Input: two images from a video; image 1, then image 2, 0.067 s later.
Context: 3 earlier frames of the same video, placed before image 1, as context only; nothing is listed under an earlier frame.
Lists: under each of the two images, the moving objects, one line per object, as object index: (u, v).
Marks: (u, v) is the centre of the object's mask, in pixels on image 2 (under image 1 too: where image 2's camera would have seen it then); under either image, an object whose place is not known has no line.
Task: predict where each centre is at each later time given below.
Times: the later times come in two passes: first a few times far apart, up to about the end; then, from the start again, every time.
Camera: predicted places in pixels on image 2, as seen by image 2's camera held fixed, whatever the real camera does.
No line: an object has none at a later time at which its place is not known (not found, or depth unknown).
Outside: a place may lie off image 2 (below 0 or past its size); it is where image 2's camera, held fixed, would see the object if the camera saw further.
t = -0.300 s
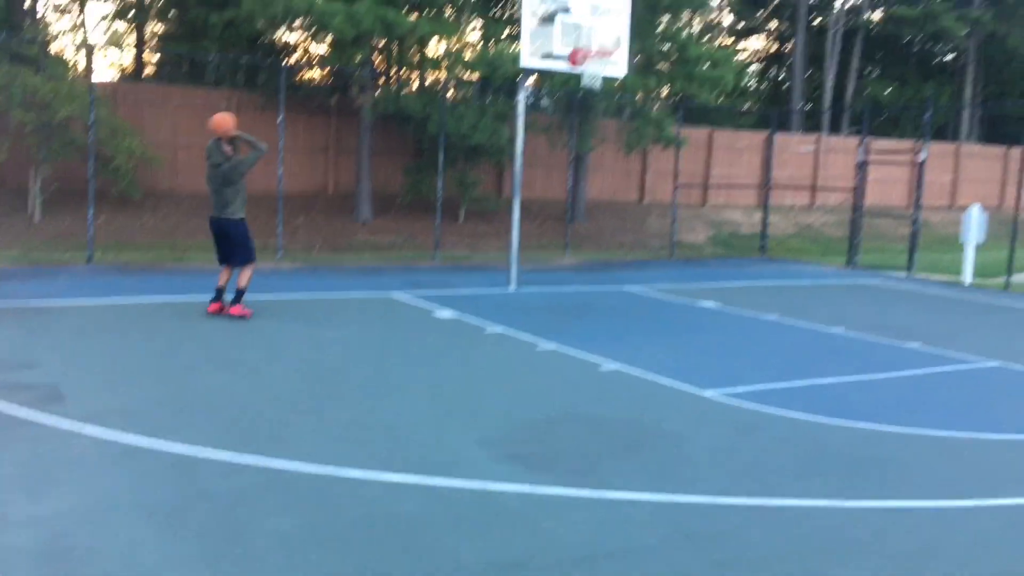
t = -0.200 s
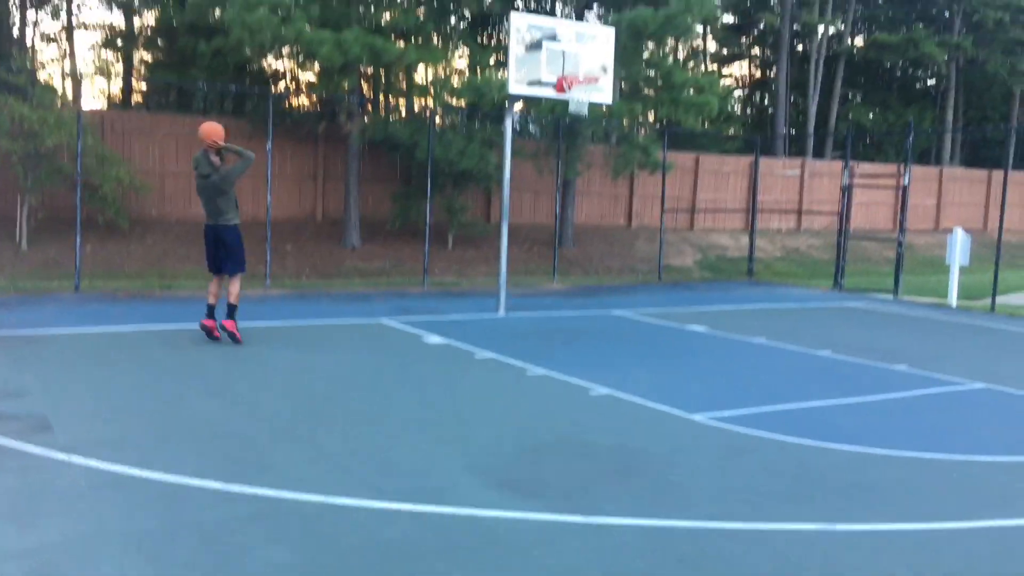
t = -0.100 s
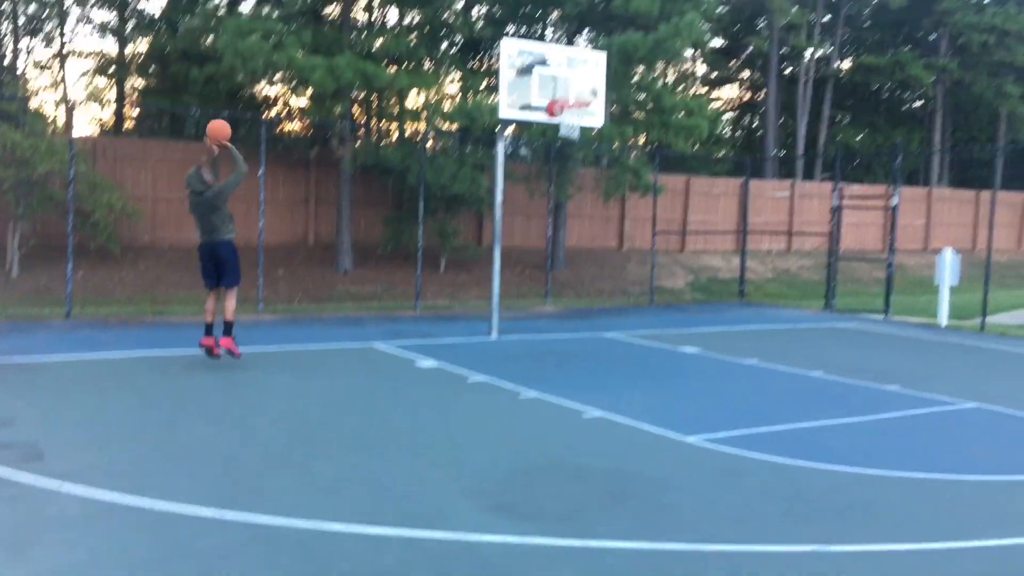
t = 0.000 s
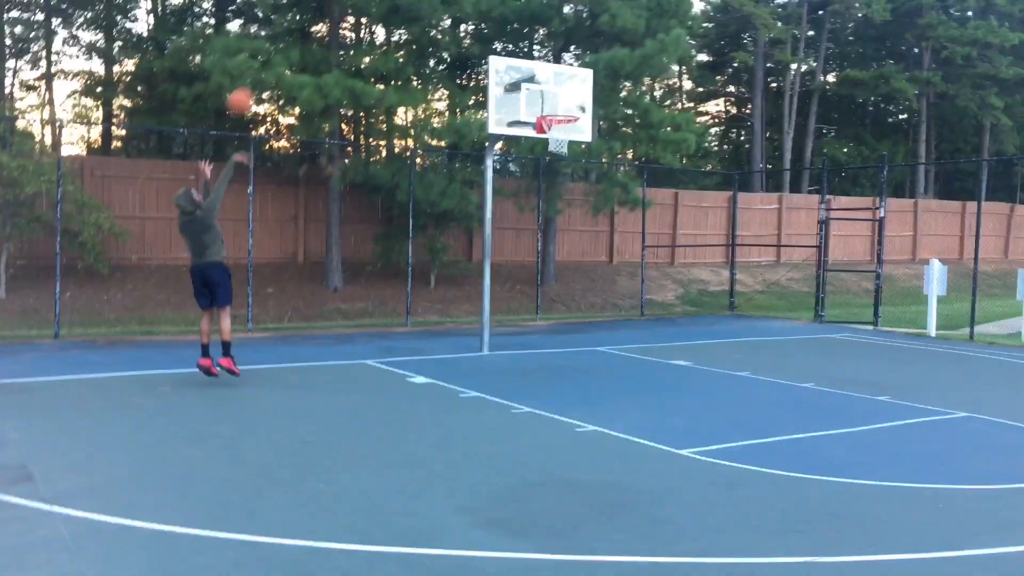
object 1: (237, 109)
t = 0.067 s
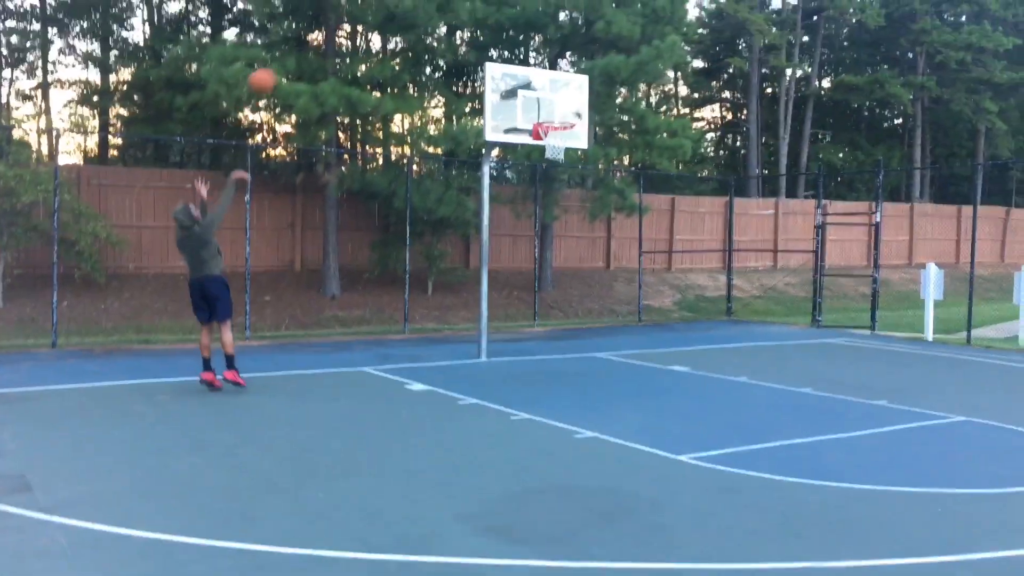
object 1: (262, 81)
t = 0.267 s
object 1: (334, 21)
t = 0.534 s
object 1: (419, 2)
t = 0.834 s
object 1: (505, 52)
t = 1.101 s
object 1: (569, 142)
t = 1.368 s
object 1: (560, 141)
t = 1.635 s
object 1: (555, 153)
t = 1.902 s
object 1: (556, 164)
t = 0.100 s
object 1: (275, 67)
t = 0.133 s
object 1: (287, 56)
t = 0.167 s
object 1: (299, 46)
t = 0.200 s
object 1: (311, 36)
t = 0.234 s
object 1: (323, 28)
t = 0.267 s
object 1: (334, 21)
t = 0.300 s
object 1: (346, 15)
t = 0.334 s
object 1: (356, 10)
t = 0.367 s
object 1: (367, 6)
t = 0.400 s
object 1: (378, 3)
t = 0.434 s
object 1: (389, 2)
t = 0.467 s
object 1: (399, 1)
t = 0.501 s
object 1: (410, 1)
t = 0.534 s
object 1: (419, 2)
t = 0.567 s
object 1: (430, 4)
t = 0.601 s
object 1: (440, 6)
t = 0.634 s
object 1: (450, 11)
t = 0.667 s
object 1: (459, 15)
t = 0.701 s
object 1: (469, 21)
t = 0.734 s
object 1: (478, 27)
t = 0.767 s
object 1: (487, 35)
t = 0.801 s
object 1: (496, 42)
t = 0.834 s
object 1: (505, 52)
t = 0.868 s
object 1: (513, 60)
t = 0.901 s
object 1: (523, 72)
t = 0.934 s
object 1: (531, 85)
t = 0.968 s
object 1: (540, 97)
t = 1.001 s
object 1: (548, 110)
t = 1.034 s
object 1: (558, 122)
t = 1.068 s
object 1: (566, 137)
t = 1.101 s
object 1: (569, 142)
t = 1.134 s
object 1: (570, 140)
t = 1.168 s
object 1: (569, 137)
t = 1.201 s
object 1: (568, 137)
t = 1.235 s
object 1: (566, 137)
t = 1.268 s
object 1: (565, 137)
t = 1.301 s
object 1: (564, 137)
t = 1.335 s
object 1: (562, 141)
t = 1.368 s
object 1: (560, 141)
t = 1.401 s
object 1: (559, 144)
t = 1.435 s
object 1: (557, 147)
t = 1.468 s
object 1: (555, 150)
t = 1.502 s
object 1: (555, 151)
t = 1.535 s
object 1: (554, 152)
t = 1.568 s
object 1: (554, 152)
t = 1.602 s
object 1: (554, 153)
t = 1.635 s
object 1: (555, 153)
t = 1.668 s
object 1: (556, 153)
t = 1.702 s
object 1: (556, 153)
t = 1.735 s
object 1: (557, 154)
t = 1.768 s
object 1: (557, 155)
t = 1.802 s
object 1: (557, 155)
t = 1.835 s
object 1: (556, 162)
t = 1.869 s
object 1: (556, 163)
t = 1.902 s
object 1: (556, 164)
